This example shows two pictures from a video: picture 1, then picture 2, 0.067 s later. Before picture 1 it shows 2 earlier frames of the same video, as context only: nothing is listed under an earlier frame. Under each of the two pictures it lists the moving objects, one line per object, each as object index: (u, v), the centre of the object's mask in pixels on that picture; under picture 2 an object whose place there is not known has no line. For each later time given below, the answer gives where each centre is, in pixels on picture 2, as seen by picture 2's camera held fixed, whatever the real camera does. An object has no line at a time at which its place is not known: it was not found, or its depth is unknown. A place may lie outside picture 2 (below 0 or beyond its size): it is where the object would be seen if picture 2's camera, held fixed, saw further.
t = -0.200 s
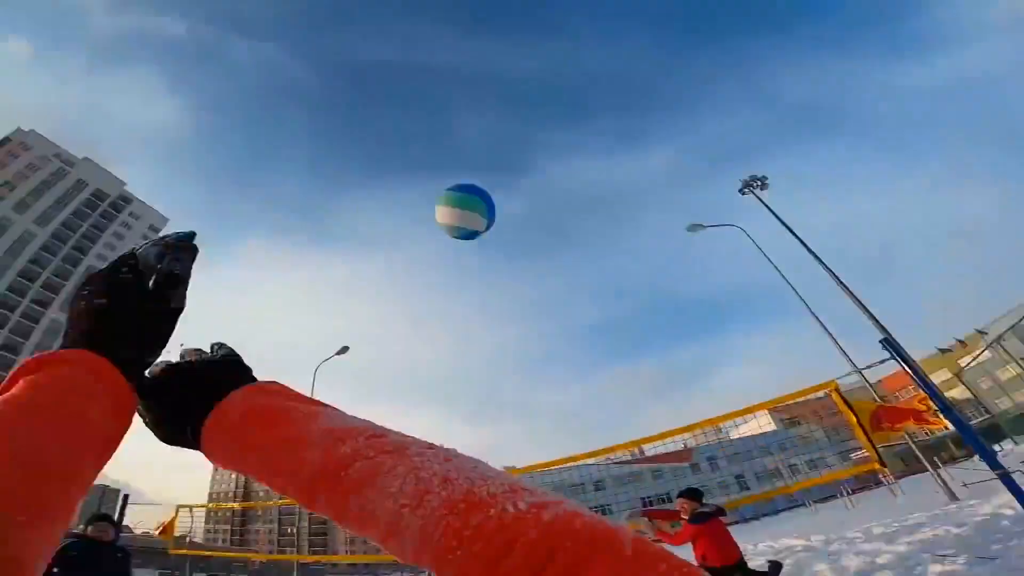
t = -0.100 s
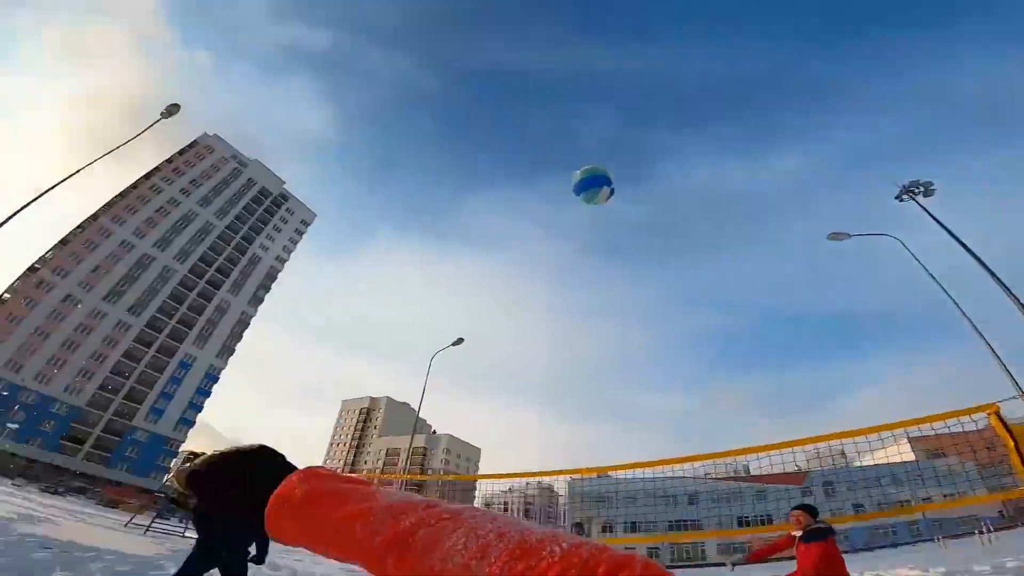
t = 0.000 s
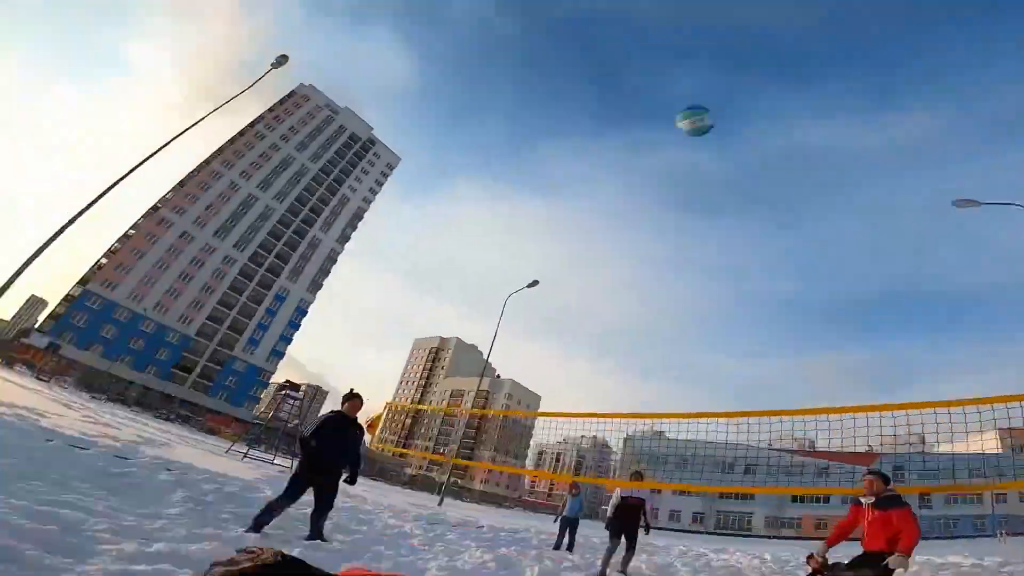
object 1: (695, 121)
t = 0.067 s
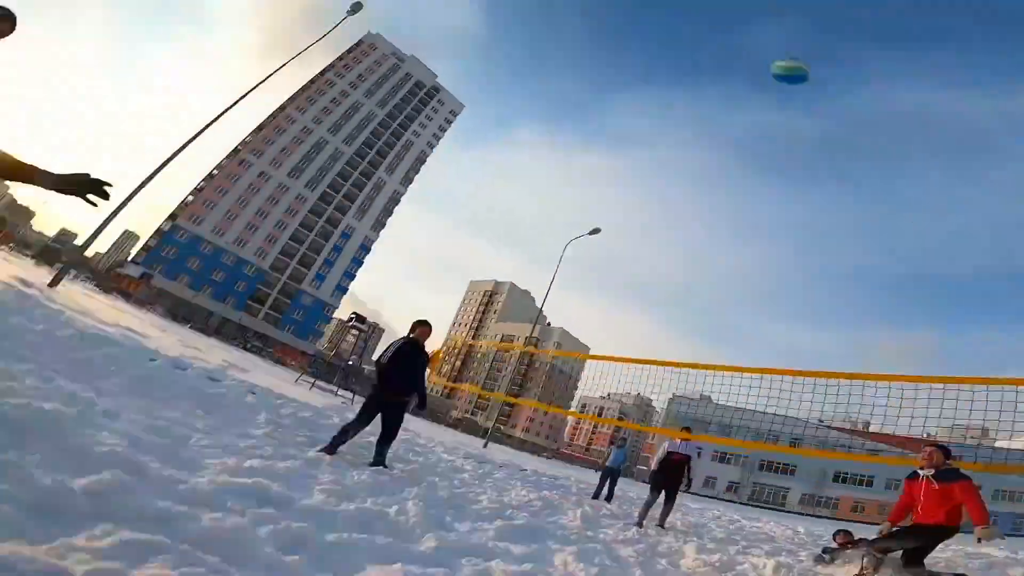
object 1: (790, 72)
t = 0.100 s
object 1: (788, 76)
